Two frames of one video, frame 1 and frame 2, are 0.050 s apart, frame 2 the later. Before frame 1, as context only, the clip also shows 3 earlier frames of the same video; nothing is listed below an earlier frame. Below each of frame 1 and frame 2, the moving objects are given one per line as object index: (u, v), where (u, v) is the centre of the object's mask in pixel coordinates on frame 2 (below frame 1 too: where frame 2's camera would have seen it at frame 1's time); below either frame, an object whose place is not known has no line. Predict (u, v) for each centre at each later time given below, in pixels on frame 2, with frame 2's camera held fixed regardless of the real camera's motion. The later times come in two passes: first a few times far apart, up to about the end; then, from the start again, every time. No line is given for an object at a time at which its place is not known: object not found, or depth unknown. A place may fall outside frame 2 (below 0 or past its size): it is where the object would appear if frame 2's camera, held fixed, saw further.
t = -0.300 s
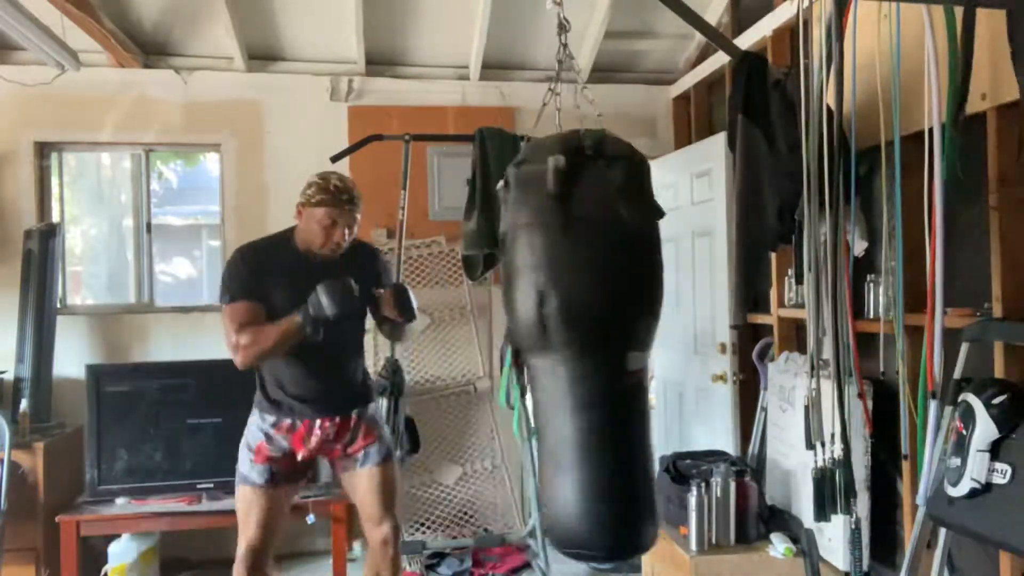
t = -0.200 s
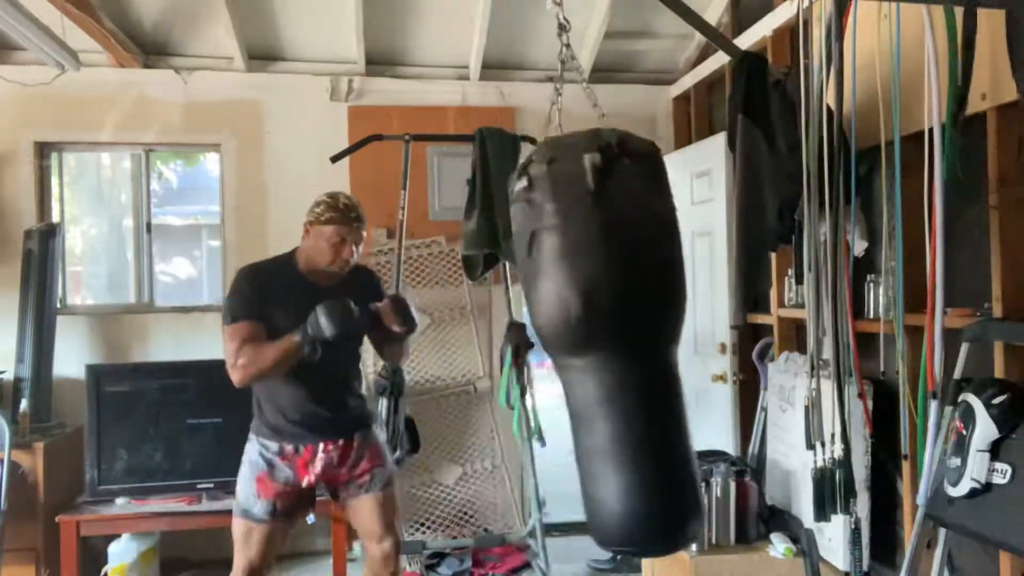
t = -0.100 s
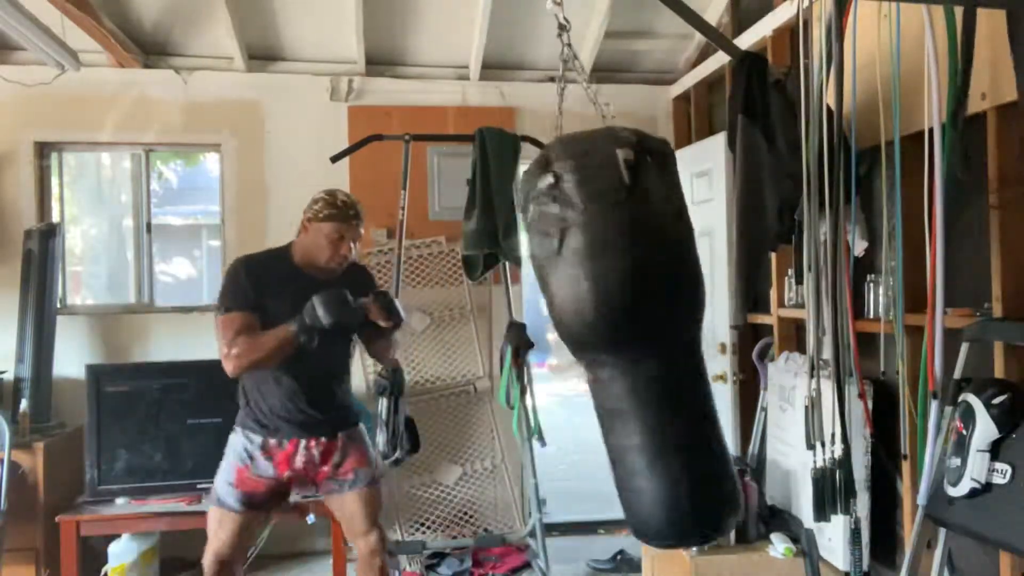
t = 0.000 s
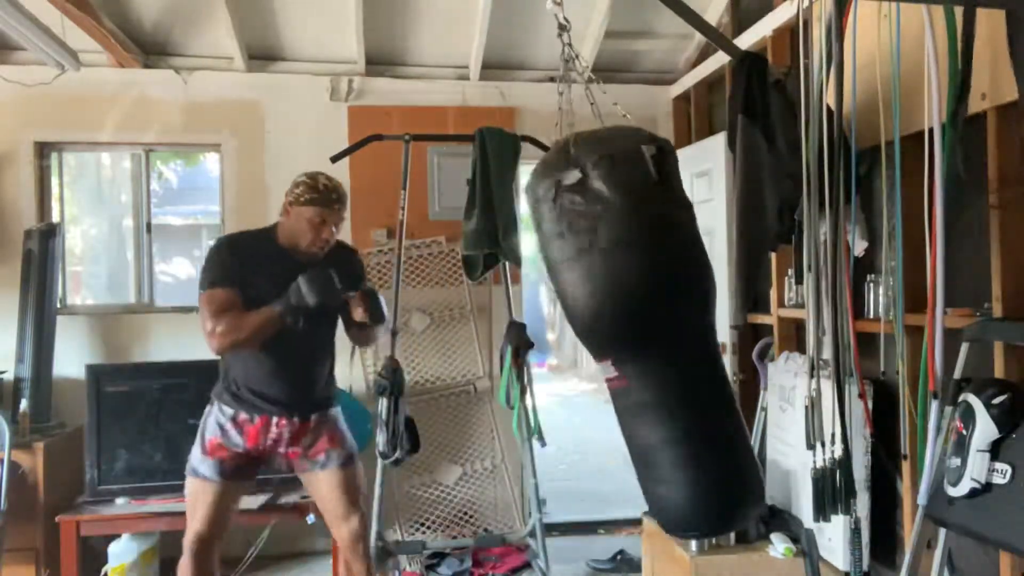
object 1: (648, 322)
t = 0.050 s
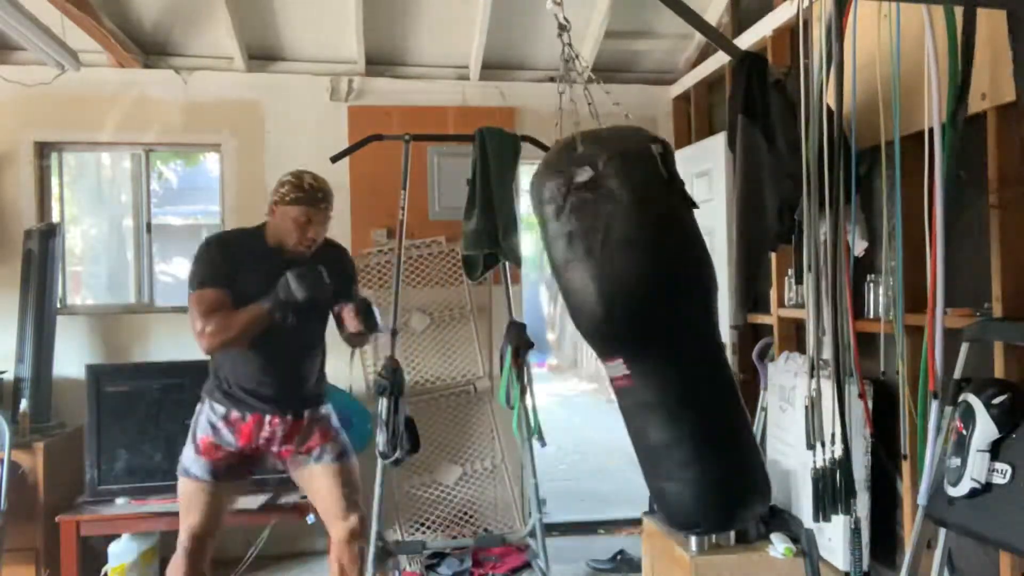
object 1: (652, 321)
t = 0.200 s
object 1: (650, 317)
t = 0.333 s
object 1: (631, 316)
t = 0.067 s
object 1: (652, 320)
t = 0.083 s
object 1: (653, 320)
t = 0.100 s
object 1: (653, 320)
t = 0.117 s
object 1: (654, 319)
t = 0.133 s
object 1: (654, 319)
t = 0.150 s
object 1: (653, 318)
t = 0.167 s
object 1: (653, 318)
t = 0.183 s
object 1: (652, 318)
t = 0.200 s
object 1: (650, 317)
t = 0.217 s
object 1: (649, 317)
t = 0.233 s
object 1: (647, 316)
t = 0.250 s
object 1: (644, 316)
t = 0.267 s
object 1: (642, 315)
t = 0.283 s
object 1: (639, 316)
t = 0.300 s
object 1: (637, 316)
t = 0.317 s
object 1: (634, 315)
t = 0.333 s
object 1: (631, 316)
